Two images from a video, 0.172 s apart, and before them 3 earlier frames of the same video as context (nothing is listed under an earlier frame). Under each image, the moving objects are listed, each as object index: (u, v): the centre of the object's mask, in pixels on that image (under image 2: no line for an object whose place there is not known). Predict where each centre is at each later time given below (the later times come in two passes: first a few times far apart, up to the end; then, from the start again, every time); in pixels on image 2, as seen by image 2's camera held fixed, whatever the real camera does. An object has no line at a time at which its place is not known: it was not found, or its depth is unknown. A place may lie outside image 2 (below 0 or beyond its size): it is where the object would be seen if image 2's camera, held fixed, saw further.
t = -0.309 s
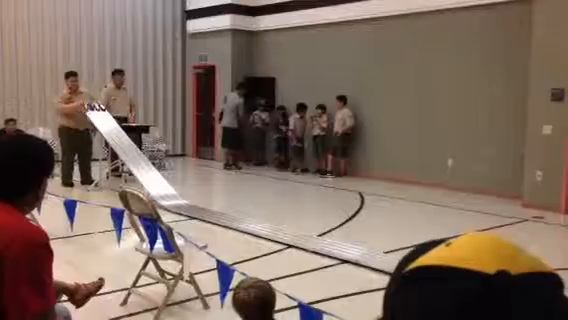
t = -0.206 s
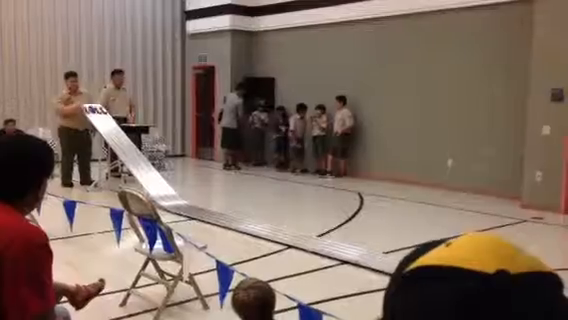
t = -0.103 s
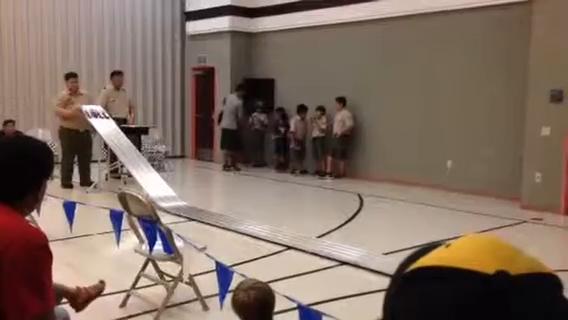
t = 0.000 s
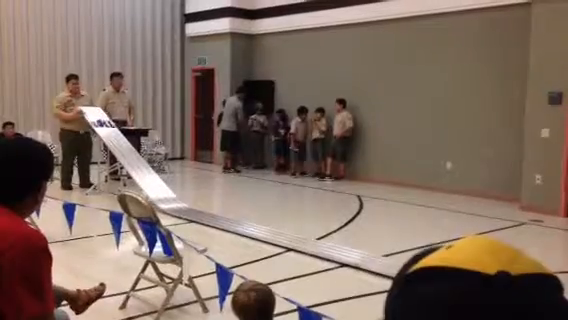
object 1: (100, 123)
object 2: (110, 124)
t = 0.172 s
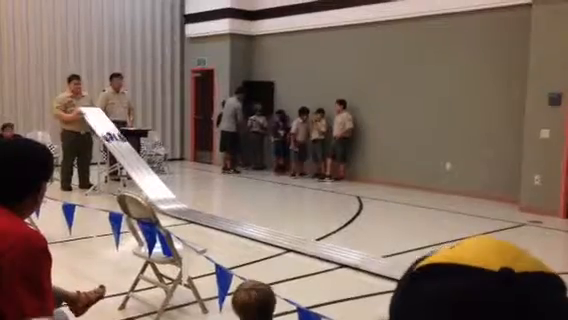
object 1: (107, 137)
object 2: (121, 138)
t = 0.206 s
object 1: (111, 140)
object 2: (123, 141)
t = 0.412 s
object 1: (129, 164)
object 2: (139, 164)
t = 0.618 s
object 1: (155, 193)
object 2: (168, 197)
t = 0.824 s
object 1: (186, 210)
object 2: (206, 213)
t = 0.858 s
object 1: (195, 213)
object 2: (215, 215)
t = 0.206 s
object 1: (111, 140)
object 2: (123, 141)
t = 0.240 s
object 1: (115, 143)
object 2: (124, 144)
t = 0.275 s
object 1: (115, 147)
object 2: (126, 147)
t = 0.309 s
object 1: (119, 150)
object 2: (129, 151)
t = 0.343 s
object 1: (122, 155)
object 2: (132, 155)
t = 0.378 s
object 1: (124, 160)
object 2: (133, 159)
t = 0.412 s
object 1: (129, 164)
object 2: (139, 164)
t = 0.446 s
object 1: (131, 169)
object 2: (141, 169)
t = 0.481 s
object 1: (137, 172)
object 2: (149, 174)
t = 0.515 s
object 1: (140, 177)
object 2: (154, 179)
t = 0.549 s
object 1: (145, 182)
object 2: (158, 184)
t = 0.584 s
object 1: (150, 186)
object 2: (162, 189)
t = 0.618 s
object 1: (155, 193)
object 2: (168, 197)
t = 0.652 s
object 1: (160, 199)
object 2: (174, 201)
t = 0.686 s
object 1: (164, 203)
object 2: (180, 205)
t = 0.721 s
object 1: (173, 206)
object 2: (186, 207)
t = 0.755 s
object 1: (179, 209)
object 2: (195, 211)
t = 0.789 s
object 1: (181, 209)
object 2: (198, 212)
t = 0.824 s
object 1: (186, 210)
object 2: (206, 213)
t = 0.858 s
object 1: (195, 213)
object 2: (215, 215)
